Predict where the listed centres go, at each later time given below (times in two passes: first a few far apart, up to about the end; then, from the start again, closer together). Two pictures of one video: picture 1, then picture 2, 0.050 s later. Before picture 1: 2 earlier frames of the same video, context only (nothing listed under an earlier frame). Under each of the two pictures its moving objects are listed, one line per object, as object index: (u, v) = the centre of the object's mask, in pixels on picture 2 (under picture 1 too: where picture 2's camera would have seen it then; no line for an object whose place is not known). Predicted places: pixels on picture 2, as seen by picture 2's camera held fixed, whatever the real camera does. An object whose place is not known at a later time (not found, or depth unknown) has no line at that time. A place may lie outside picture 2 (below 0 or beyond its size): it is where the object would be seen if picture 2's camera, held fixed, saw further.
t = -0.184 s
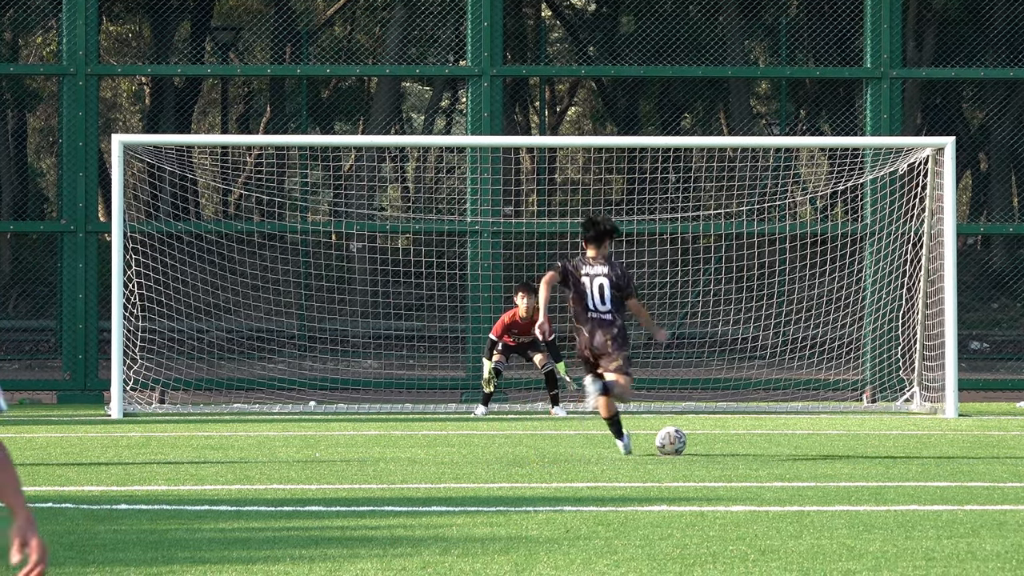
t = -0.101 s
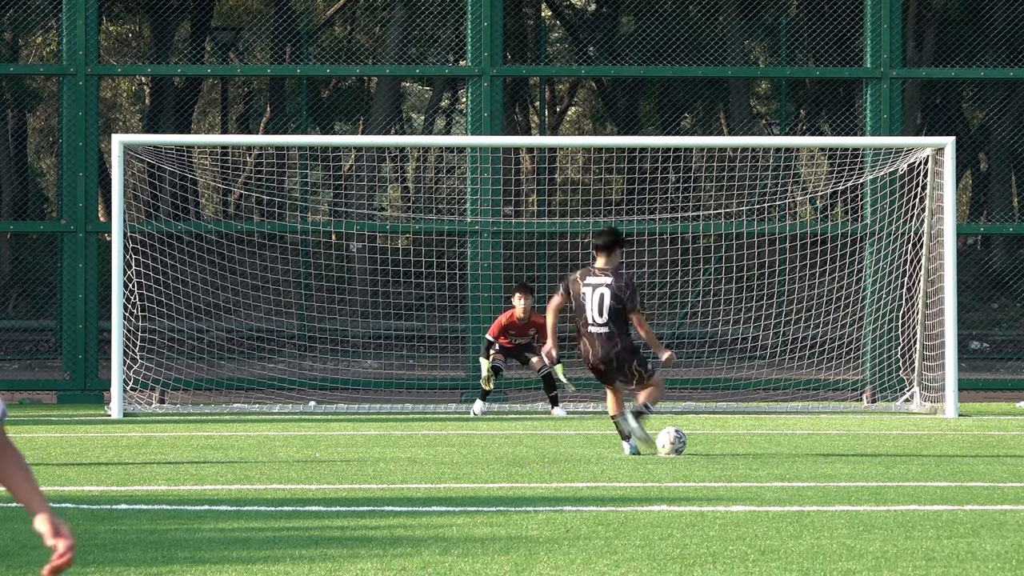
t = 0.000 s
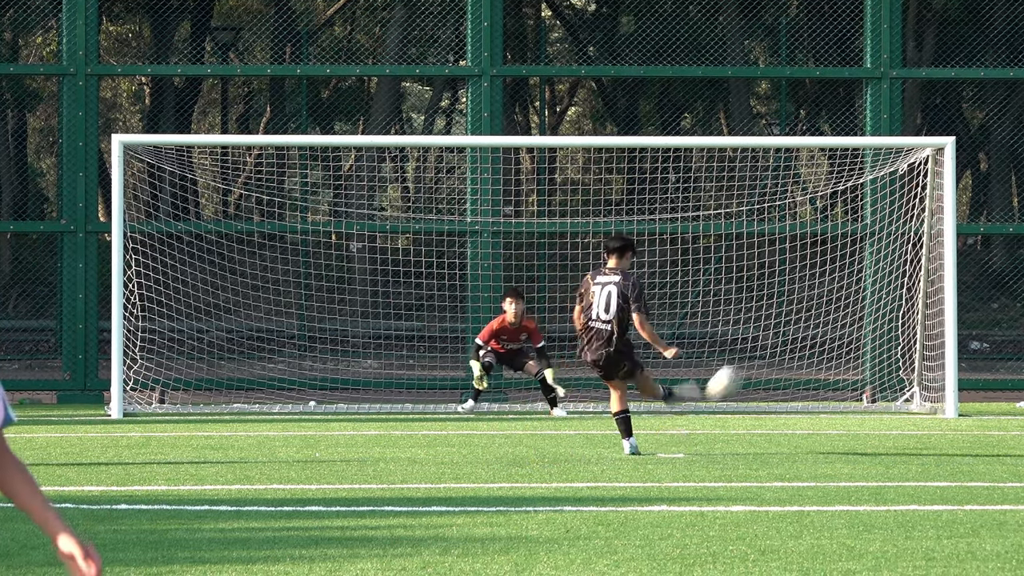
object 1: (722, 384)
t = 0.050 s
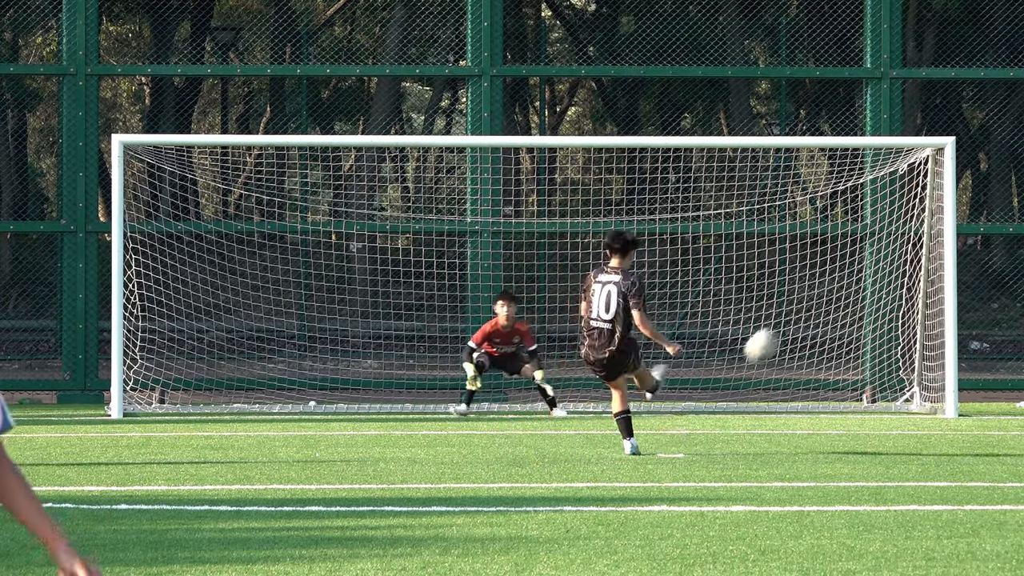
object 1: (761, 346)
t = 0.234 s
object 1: (863, 245)
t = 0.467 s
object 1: (936, 191)
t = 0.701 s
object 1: (713, 226)
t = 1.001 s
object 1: (547, 330)
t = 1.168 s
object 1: (491, 400)
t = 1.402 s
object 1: (498, 345)
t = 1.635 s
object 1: (505, 347)
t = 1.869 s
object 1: (513, 406)
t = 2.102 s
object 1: (505, 374)
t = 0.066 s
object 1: (772, 334)
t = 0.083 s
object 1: (783, 323)
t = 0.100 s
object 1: (793, 312)
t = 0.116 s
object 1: (804, 302)
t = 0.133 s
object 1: (814, 293)
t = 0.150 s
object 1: (823, 283)
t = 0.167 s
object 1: (832, 275)
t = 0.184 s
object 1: (840, 267)
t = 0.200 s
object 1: (848, 259)
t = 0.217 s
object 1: (856, 252)
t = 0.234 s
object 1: (863, 245)
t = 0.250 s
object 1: (870, 239)
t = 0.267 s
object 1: (877, 233)
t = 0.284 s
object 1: (883, 228)
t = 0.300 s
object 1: (889, 222)
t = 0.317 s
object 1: (895, 218)
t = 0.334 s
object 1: (900, 214)
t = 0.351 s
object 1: (907, 210)
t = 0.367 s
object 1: (911, 206)
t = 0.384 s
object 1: (916, 202)
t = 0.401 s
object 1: (921, 200)
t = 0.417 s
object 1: (925, 197)
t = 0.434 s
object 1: (929, 194)
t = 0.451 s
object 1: (932, 193)
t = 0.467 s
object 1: (936, 191)
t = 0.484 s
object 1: (920, 193)
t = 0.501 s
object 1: (899, 194)
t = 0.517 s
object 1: (875, 195)
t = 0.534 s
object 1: (855, 197)
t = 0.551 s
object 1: (835, 199)
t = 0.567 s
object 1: (816, 202)
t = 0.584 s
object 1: (797, 205)
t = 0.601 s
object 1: (781, 208)
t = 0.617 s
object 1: (769, 210)
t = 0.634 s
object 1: (757, 213)
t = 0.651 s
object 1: (745, 215)
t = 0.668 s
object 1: (732, 219)
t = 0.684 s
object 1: (721, 222)
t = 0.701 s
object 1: (713, 226)
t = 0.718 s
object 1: (699, 231)
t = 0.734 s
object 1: (690, 234)
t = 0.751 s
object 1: (679, 239)
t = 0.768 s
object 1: (668, 244)
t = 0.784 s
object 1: (660, 249)
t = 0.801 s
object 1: (649, 254)
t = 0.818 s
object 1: (642, 258)
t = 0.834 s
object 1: (636, 260)
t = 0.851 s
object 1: (626, 250)
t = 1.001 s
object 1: (547, 330)
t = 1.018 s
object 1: (544, 336)
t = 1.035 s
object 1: (539, 345)
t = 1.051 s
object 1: (532, 351)
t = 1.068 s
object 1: (525, 361)
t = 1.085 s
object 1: (519, 367)
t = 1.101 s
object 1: (511, 378)
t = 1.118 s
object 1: (505, 385)
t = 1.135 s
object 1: (498, 394)
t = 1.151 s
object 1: (492, 402)
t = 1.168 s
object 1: (491, 400)
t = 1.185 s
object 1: (491, 394)
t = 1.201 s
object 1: (491, 388)
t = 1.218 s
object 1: (491, 385)
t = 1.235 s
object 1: (492, 380)
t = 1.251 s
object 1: (493, 373)
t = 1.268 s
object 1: (493, 369)
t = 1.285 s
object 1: (495, 366)
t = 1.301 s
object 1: (495, 363)
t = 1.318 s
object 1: (495, 359)
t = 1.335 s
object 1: (495, 355)
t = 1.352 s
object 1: (496, 351)
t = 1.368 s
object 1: (497, 349)
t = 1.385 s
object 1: (497, 346)
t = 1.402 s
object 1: (498, 345)
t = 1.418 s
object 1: (499, 343)
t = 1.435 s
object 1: (499, 342)
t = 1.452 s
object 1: (500, 341)
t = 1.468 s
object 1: (500, 341)
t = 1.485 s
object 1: (500, 339)
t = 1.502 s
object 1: (501, 339)
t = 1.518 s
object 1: (502, 339)
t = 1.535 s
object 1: (502, 340)
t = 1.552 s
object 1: (503, 340)
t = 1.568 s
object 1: (503, 341)
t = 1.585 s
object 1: (503, 342)
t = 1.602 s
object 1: (504, 344)
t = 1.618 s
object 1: (504, 345)
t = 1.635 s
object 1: (505, 347)
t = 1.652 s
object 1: (506, 349)
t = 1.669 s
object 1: (506, 352)
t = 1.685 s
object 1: (507, 354)
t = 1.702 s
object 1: (507, 358)
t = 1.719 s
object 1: (508, 361)
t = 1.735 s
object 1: (508, 365)
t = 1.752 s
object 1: (509, 369)
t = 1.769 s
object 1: (509, 373)
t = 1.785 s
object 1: (510, 379)
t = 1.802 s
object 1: (510, 384)
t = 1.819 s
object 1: (511, 388)
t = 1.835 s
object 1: (511, 394)
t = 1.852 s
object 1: (512, 400)
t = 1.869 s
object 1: (513, 406)
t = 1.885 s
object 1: (512, 403)
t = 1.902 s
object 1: (511, 399)
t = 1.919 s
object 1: (511, 395)
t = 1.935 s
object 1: (510, 392)
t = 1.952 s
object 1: (509, 388)
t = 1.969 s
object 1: (509, 386)
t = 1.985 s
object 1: (508, 383)
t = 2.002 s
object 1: (508, 381)
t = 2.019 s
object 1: (508, 379)
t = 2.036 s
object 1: (507, 378)
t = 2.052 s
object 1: (507, 376)
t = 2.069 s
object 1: (506, 376)
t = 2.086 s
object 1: (506, 375)
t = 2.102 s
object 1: (505, 374)
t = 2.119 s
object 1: (505, 374)
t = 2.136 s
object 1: (504, 374)
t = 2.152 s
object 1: (504, 374)
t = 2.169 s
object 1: (503, 374)
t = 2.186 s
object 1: (503, 375)
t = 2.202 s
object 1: (502, 376)
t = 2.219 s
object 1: (502, 377)
